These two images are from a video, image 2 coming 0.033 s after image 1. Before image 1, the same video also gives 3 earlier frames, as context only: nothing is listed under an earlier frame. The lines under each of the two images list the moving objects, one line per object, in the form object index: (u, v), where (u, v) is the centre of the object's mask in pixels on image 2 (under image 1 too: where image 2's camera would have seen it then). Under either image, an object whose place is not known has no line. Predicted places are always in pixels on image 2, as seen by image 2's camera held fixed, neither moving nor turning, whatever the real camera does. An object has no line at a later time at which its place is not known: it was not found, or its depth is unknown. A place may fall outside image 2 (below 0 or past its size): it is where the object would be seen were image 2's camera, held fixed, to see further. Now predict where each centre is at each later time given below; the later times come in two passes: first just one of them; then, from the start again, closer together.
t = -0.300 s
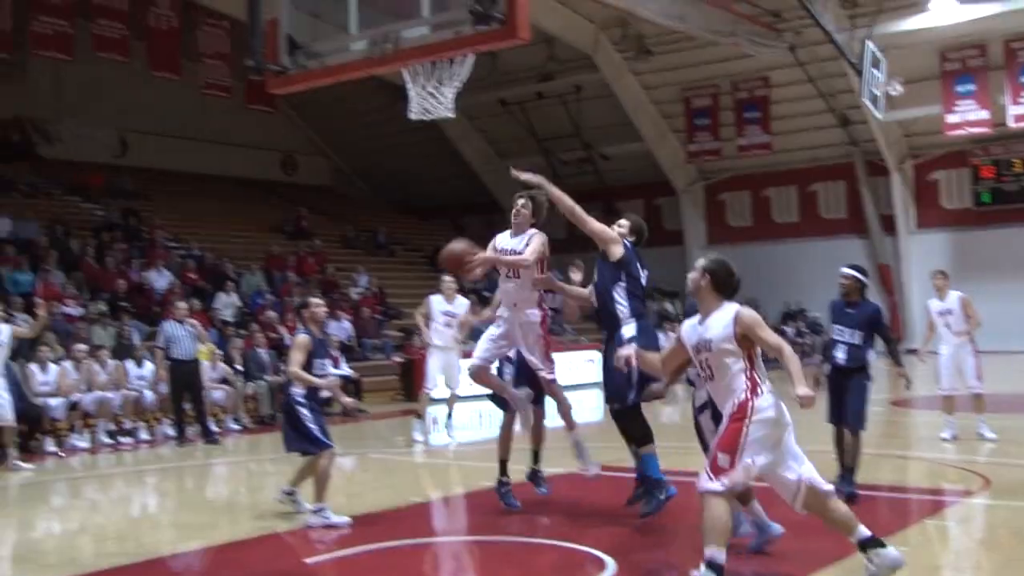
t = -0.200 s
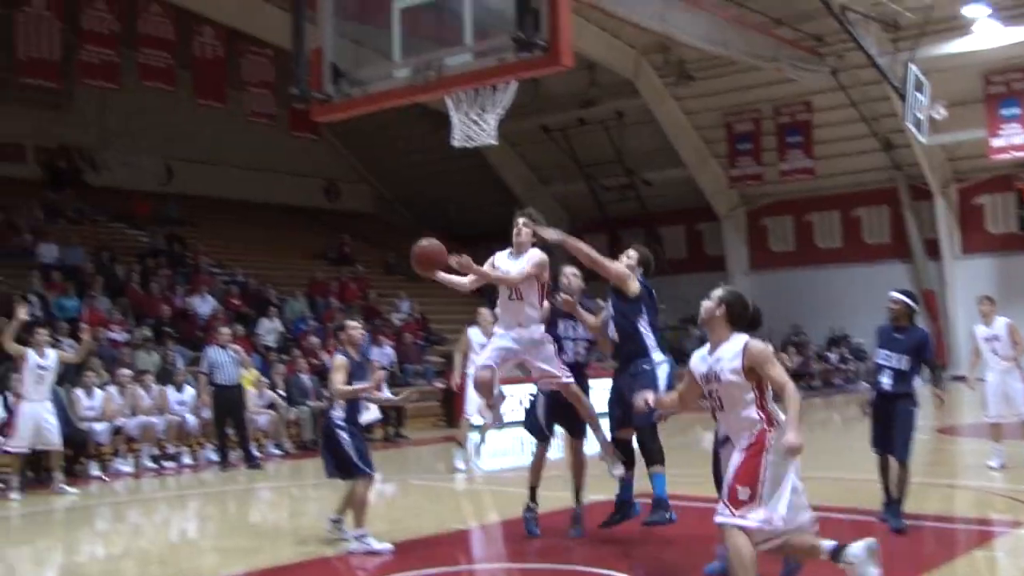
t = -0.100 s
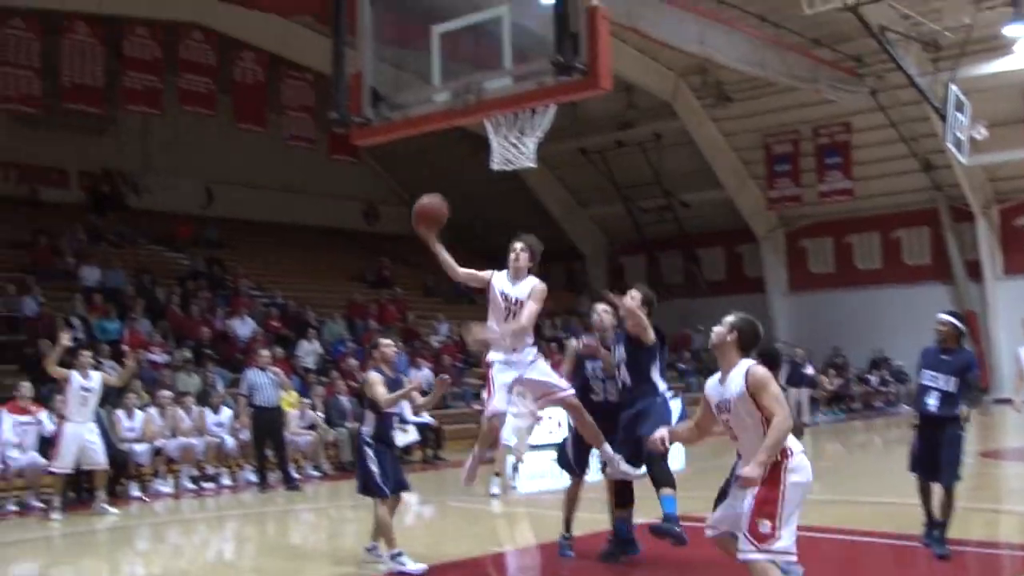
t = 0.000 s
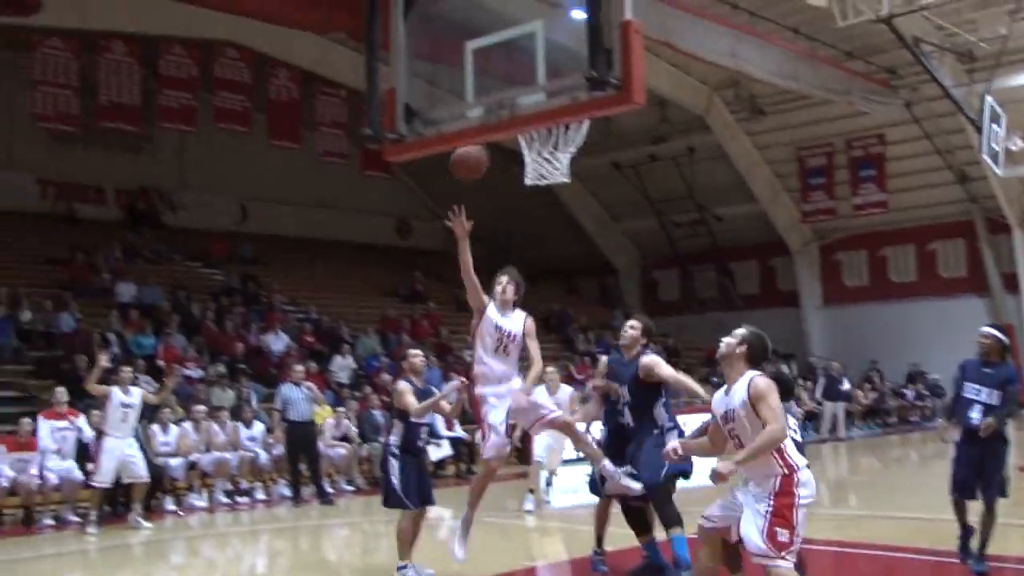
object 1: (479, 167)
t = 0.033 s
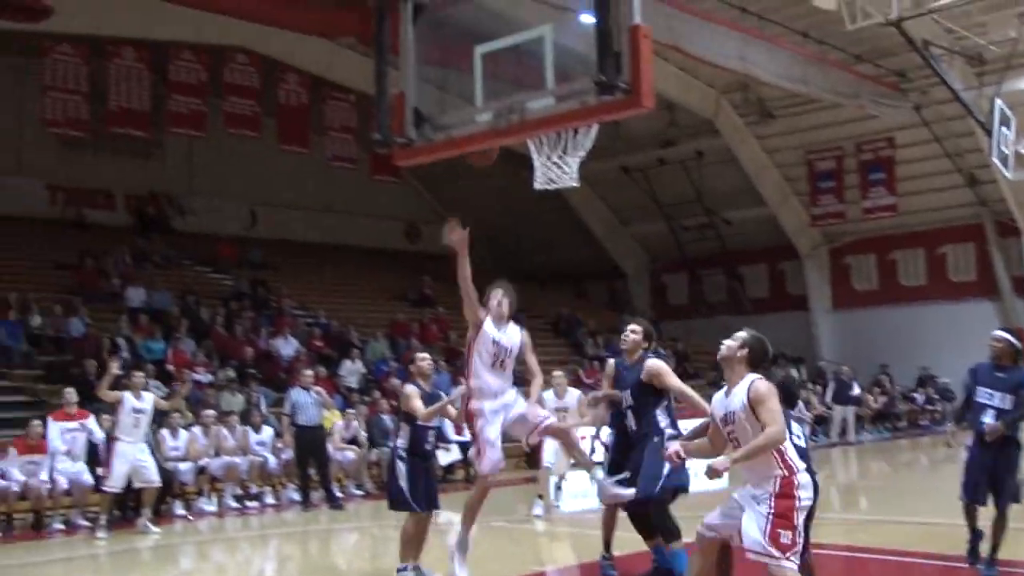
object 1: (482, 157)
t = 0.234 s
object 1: (507, 58)
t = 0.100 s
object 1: (490, 98)
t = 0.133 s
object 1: (494, 89)
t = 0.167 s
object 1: (495, 81)
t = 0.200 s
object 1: (498, 67)
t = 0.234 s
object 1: (507, 58)
